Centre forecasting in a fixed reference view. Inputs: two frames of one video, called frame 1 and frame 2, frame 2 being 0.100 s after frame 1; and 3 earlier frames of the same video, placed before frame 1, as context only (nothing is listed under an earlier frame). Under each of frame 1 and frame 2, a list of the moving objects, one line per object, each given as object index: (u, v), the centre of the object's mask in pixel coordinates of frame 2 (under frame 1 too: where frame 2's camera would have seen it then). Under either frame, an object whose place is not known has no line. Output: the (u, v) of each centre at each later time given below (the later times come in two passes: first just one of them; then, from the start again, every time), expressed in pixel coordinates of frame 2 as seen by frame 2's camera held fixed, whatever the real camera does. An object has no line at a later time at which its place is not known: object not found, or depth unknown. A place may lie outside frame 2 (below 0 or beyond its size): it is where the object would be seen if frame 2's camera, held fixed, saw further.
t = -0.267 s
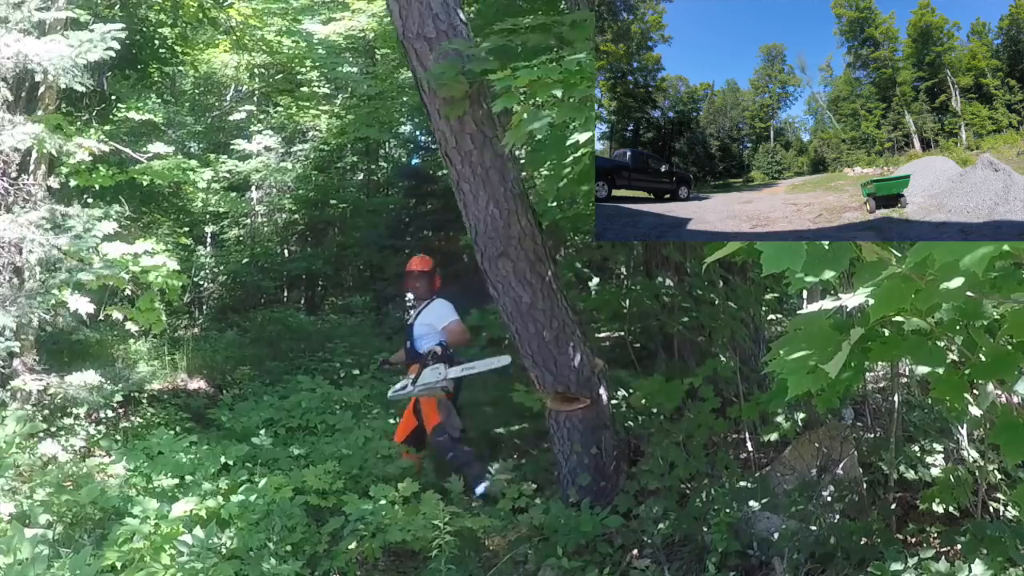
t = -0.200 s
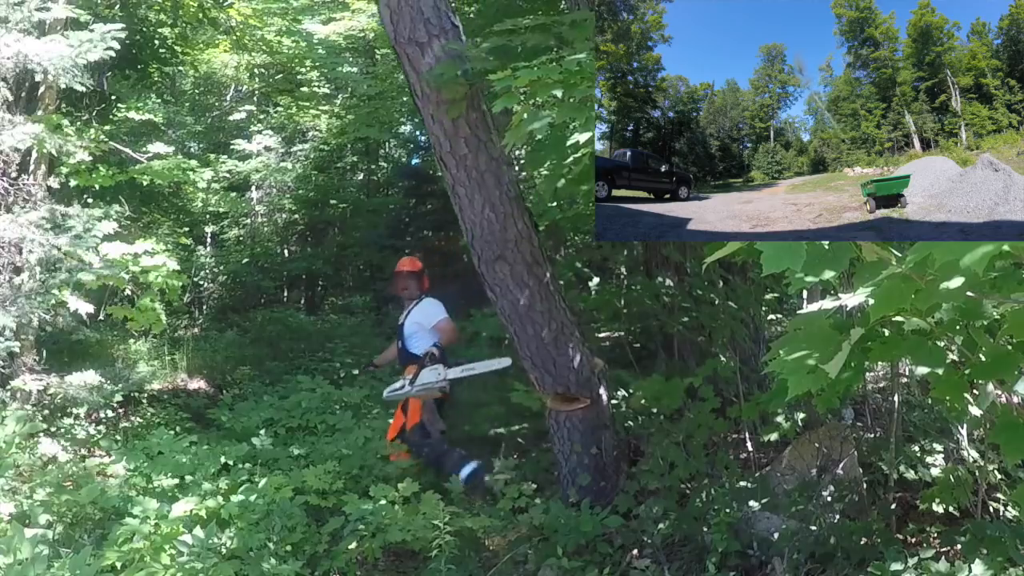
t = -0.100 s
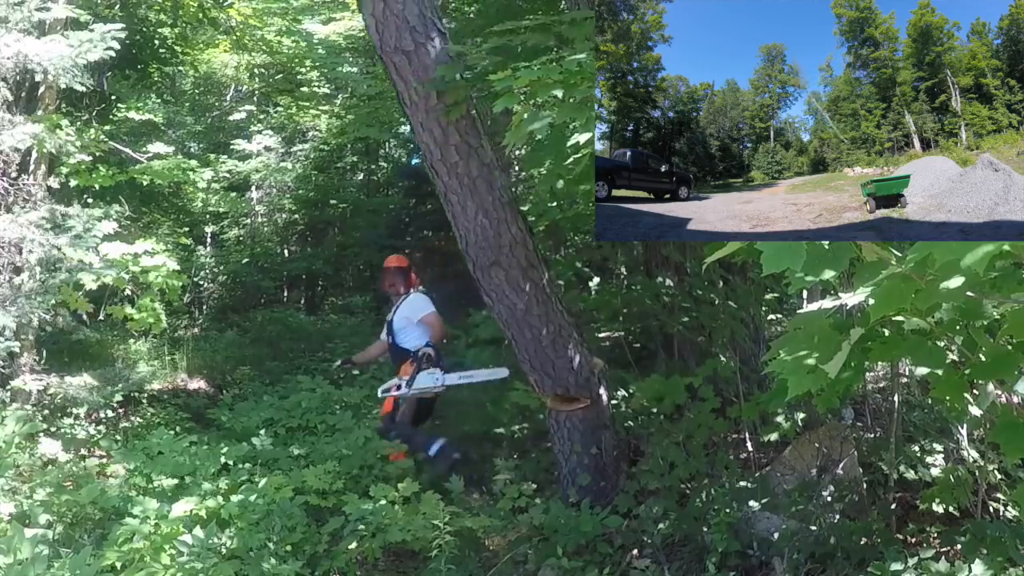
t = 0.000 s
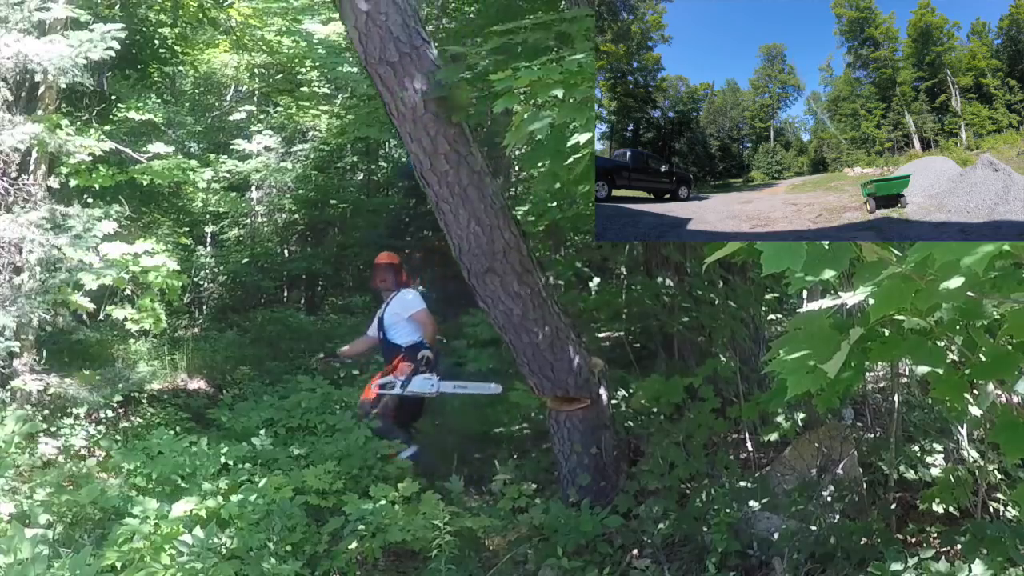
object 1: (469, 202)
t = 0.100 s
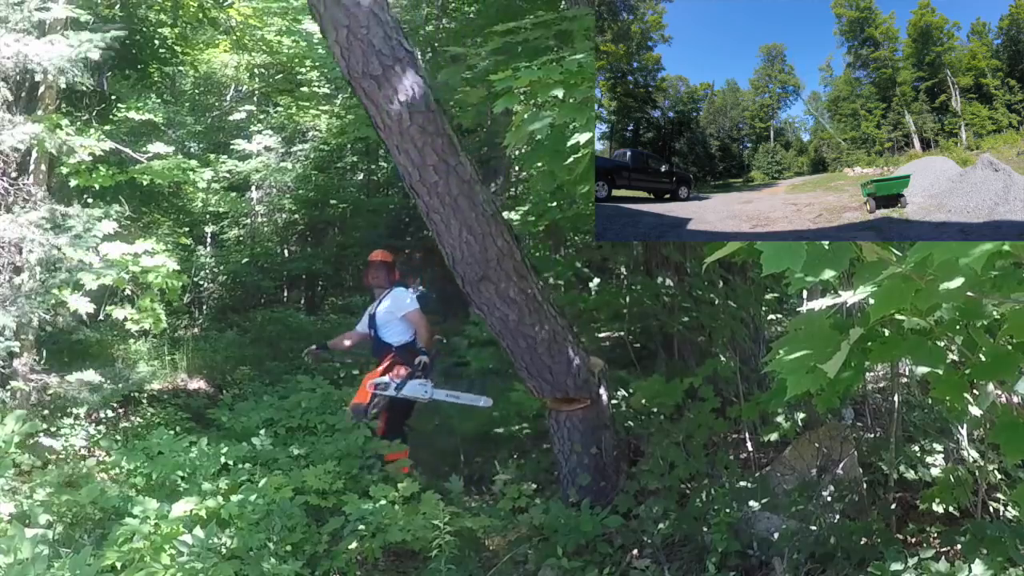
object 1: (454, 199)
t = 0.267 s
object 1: (424, 198)
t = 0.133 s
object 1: (449, 198)
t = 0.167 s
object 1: (444, 199)
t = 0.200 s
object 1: (437, 198)
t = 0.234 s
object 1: (430, 197)
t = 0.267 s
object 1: (424, 198)
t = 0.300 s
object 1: (418, 198)
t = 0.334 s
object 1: (408, 197)
